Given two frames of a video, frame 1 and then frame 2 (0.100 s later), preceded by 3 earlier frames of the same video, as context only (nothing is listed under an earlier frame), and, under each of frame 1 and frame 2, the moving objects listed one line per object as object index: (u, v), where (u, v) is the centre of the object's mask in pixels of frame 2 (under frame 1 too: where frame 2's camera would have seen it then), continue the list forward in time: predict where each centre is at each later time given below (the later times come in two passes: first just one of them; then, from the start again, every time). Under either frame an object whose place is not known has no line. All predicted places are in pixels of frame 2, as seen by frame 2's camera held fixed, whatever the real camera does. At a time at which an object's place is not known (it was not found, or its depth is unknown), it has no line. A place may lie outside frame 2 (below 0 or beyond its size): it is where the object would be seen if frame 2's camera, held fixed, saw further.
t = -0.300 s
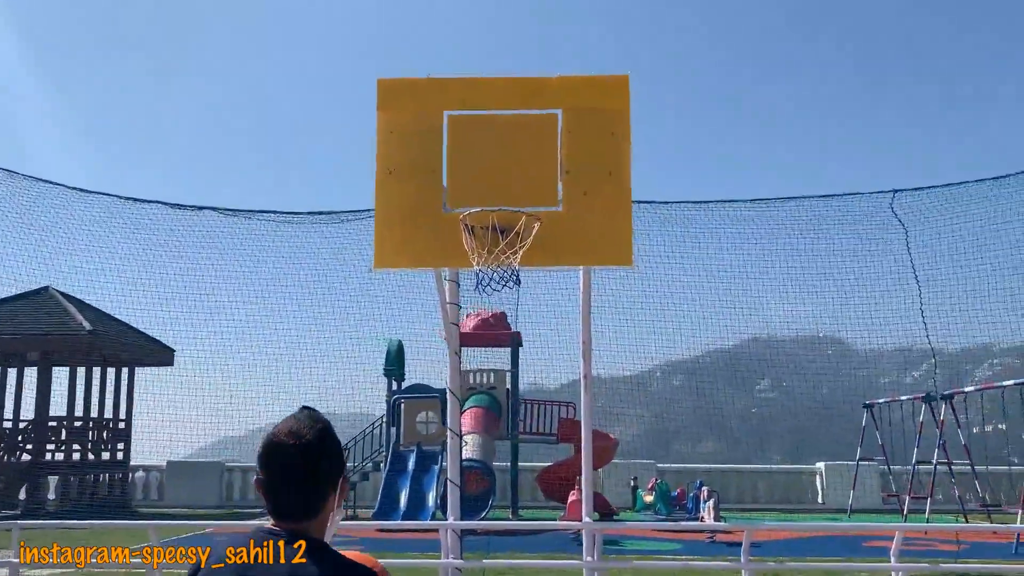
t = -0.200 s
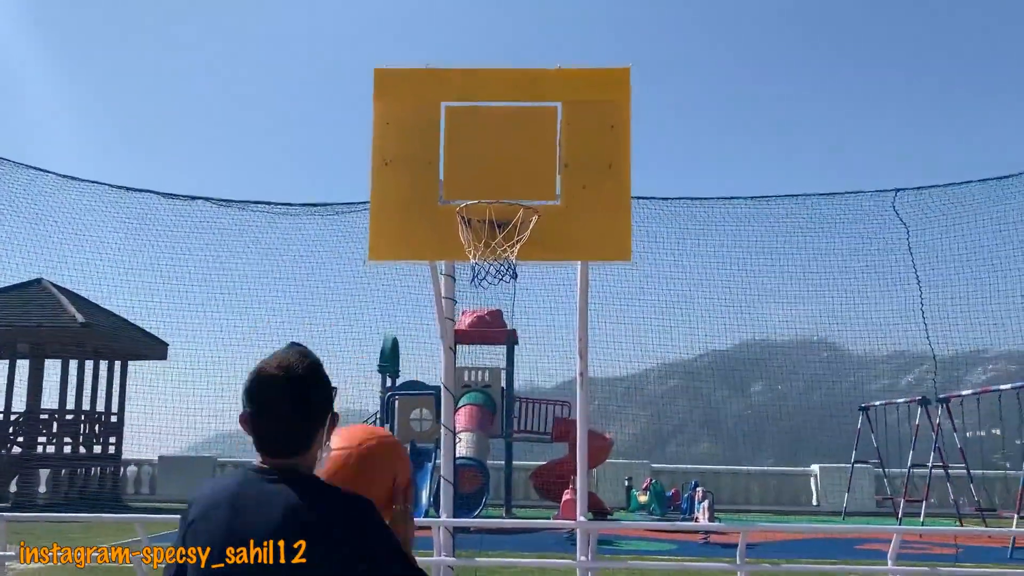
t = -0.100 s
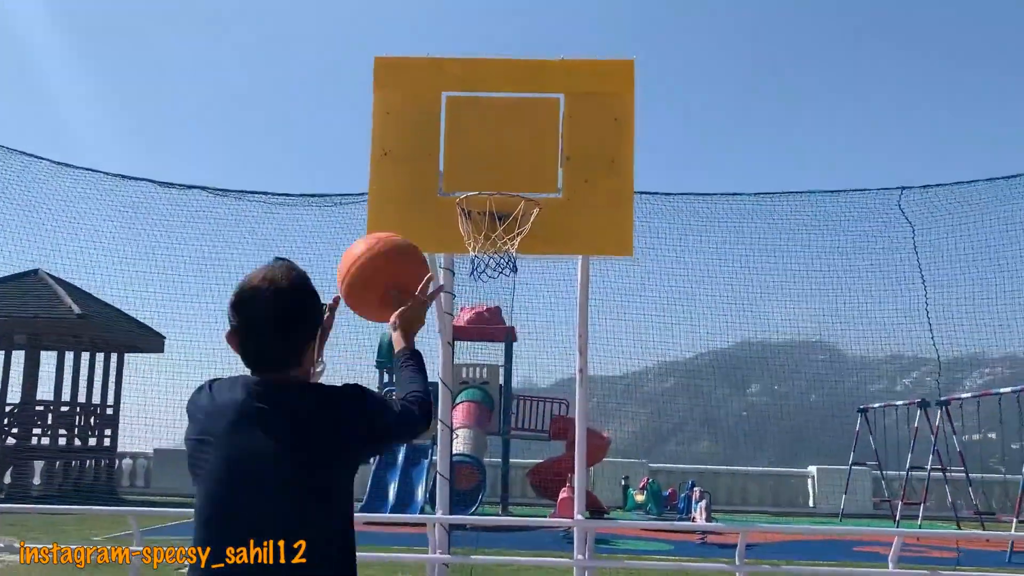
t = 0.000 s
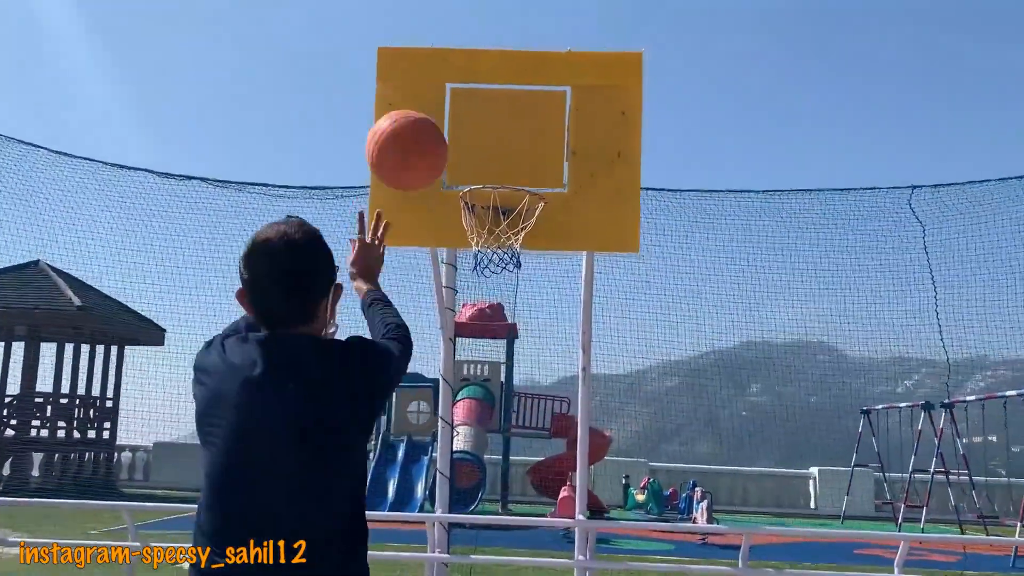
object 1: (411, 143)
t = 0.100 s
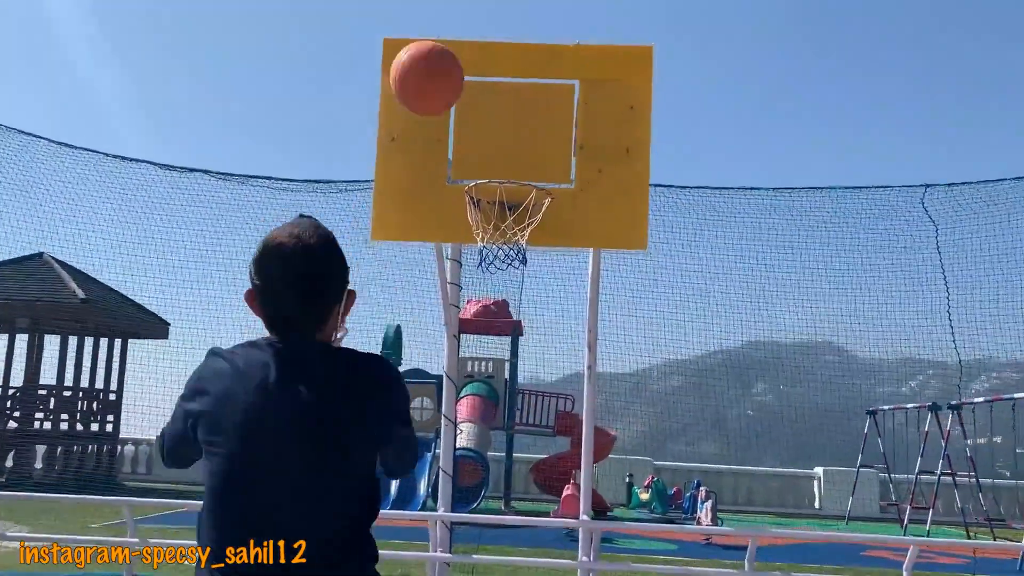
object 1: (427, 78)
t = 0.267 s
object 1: (443, 50)
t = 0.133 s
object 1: (431, 65)
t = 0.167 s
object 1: (434, 57)
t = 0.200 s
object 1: (438, 52)
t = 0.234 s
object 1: (440, 49)
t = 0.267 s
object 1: (443, 50)
